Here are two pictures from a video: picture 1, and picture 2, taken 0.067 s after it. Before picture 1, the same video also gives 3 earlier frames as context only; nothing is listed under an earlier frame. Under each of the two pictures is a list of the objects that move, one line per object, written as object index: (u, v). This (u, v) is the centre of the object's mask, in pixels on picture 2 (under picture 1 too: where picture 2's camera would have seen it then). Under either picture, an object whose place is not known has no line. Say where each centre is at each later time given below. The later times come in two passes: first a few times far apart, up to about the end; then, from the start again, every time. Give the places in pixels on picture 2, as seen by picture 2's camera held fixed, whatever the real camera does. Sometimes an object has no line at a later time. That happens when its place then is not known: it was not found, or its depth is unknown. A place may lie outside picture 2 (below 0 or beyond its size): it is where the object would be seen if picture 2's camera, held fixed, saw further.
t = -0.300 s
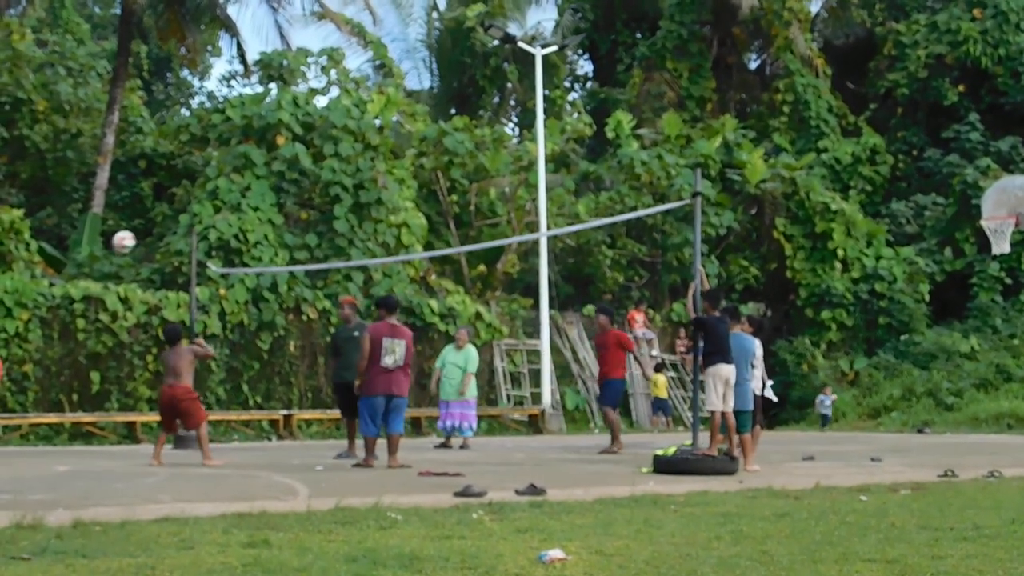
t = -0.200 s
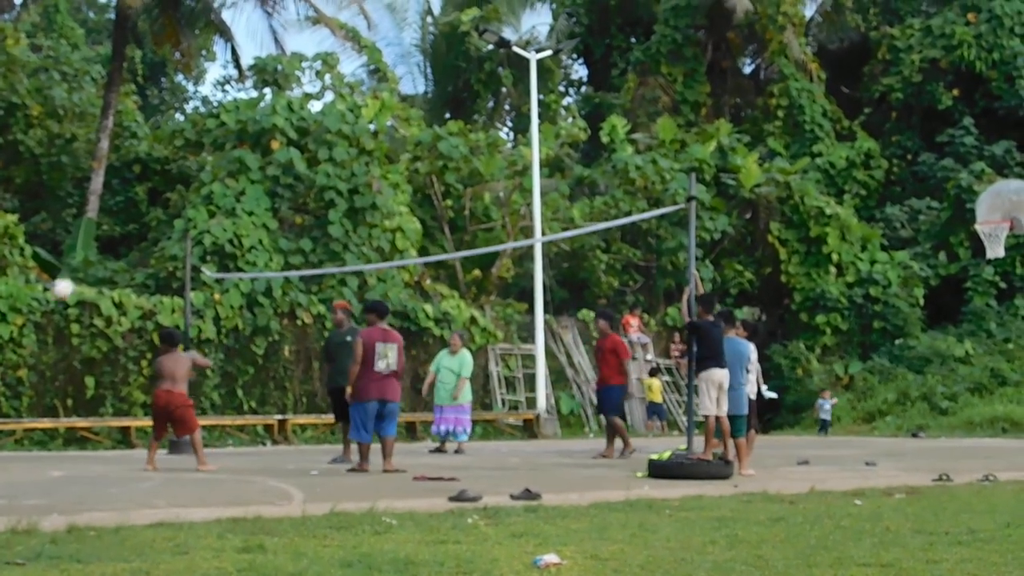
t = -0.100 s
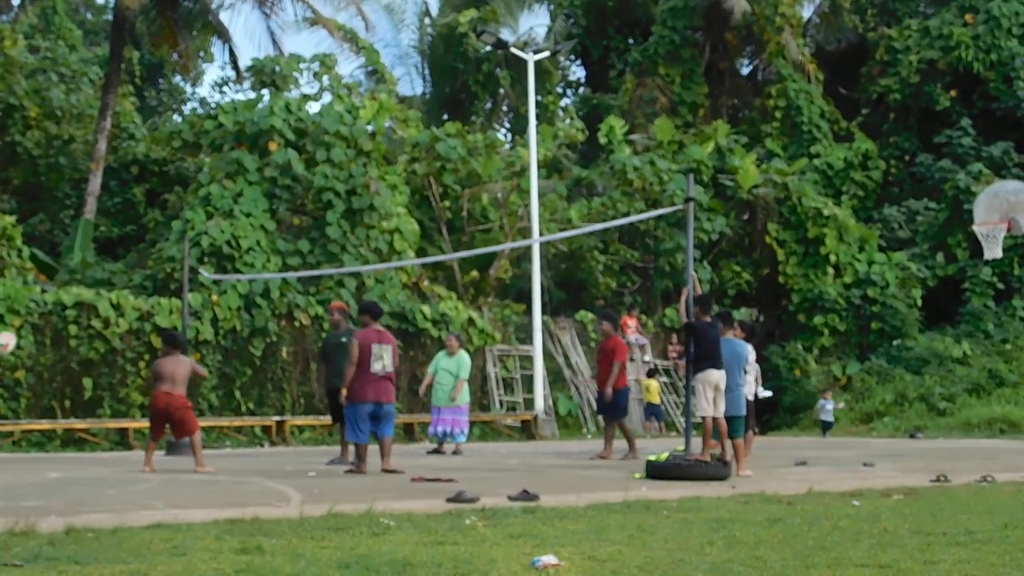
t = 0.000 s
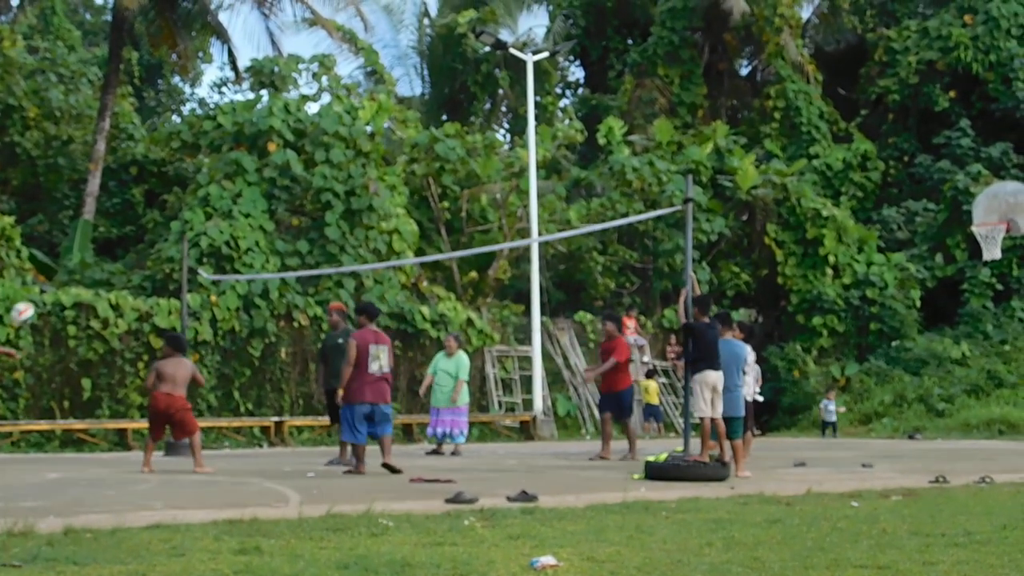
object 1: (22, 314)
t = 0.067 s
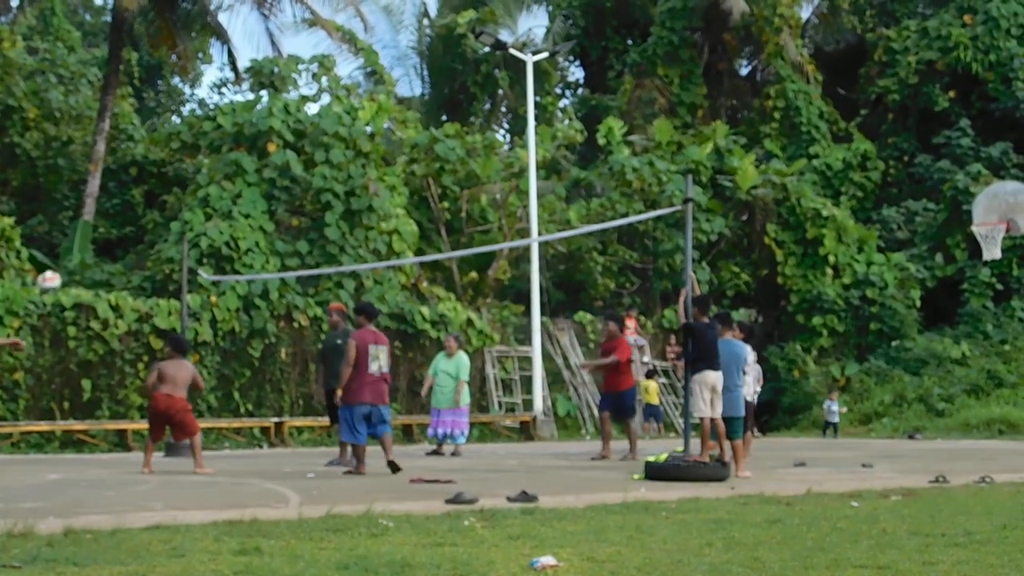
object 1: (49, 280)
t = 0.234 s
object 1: (113, 224)
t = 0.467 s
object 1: (194, 195)
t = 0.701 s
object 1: (269, 220)
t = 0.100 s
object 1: (62, 267)
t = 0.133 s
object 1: (75, 254)
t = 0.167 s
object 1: (88, 242)
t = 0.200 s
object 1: (101, 233)
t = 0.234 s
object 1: (113, 224)
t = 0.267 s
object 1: (125, 217)
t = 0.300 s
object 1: (137, 210)
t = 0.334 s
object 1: (148, 205)
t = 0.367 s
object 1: (160, 201)
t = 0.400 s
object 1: (171, 198)
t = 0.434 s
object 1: (183, 195)
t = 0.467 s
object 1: (194, 195)
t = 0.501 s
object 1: (205, 195)
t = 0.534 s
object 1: (216, 196)
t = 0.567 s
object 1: (228, 199)
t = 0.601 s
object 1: (239, 202)
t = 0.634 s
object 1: (249, 207)
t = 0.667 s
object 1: (260, 213)
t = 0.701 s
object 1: (269, 220)
